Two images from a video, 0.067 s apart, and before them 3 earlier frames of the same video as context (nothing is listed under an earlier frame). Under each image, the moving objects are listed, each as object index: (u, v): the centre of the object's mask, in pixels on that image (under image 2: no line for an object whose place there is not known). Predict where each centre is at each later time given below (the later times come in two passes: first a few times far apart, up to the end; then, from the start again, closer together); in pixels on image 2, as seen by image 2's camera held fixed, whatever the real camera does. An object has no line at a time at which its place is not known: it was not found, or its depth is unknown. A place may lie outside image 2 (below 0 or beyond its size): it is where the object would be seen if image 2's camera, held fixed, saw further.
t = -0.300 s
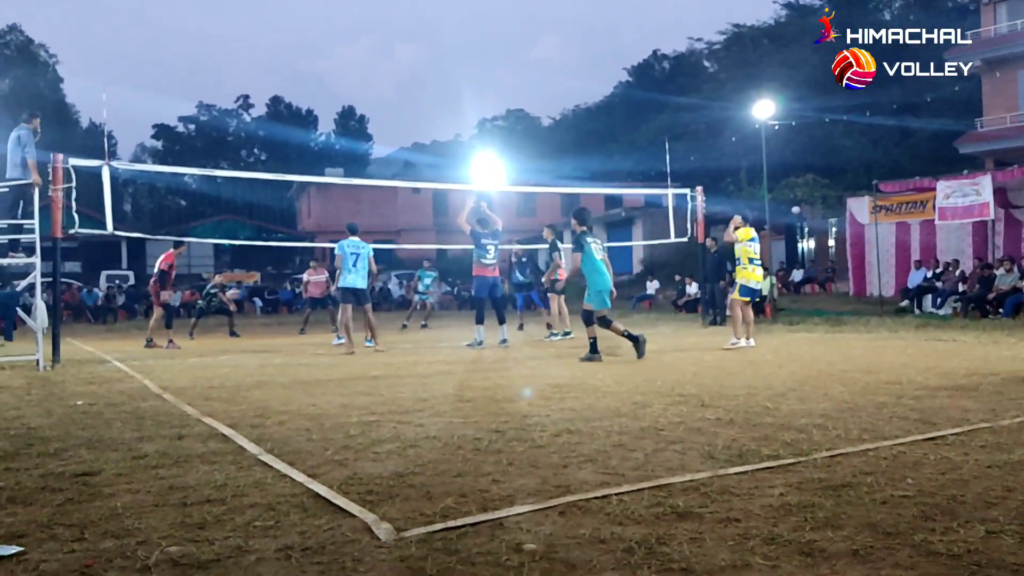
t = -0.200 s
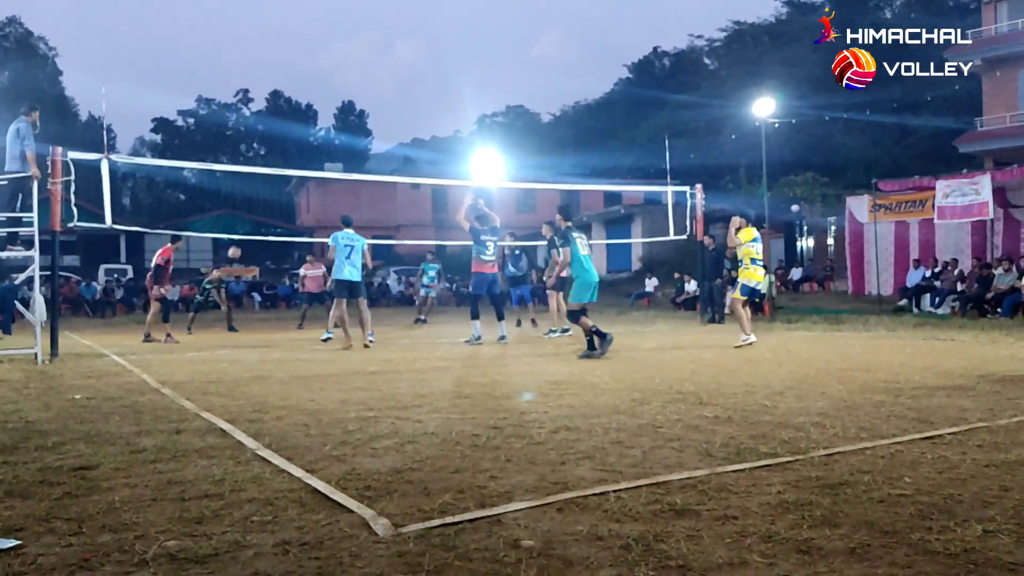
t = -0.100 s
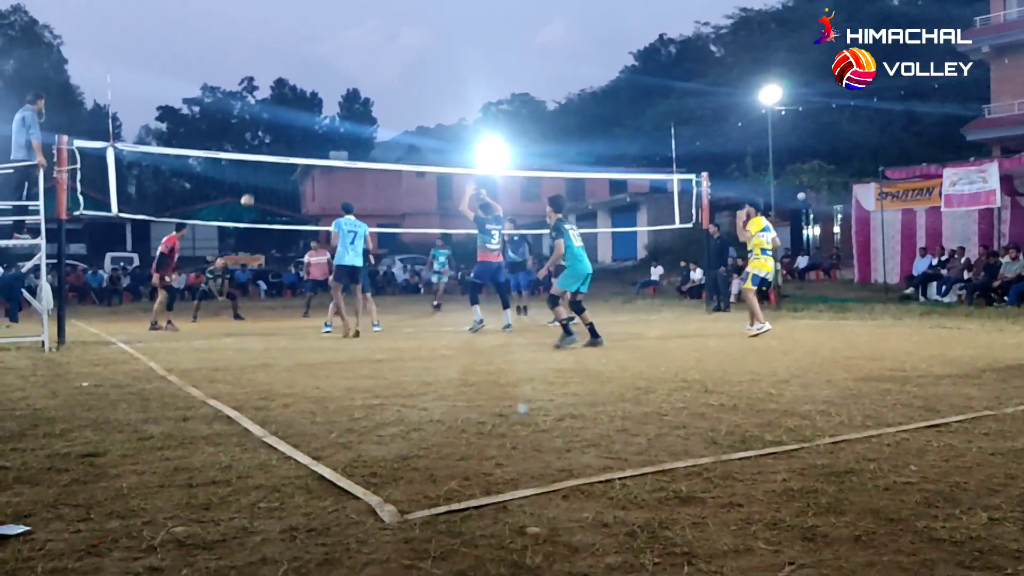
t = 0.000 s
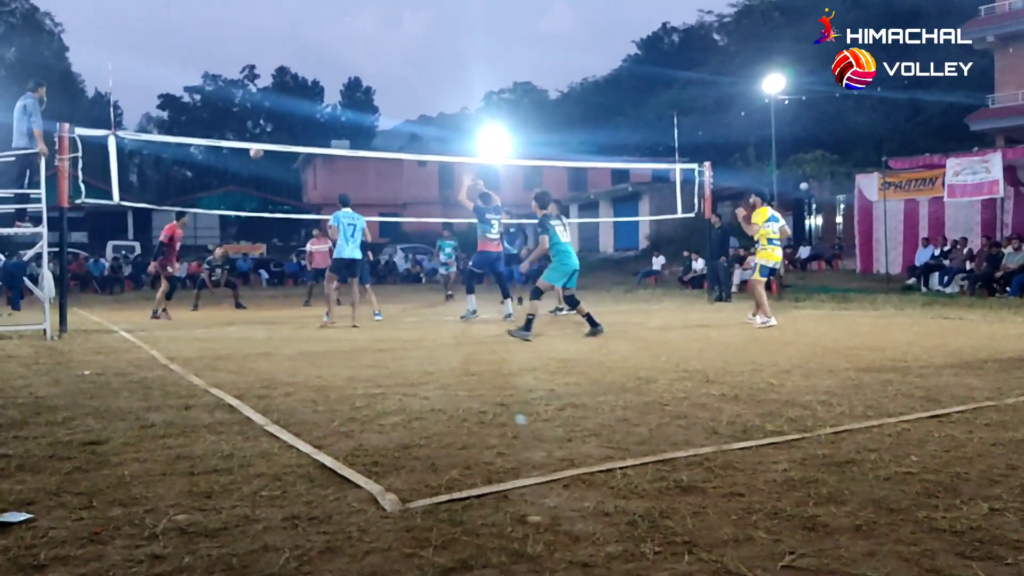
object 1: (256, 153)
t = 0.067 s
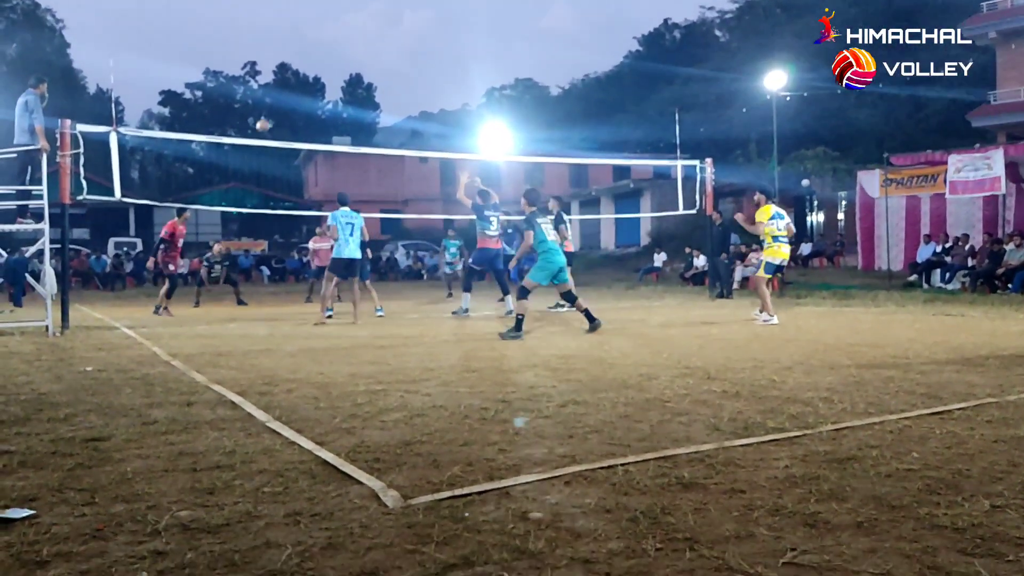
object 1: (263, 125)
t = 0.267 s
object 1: (279, 70)
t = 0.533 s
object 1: (300, 23)
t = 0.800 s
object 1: (325, 16)
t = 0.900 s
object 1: (335, 24)
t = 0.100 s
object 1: (265, 115)
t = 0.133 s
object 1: (267, 105)
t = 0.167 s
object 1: (270, 96)
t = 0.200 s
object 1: (273, 86)
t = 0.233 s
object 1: (275, 77)
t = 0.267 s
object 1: (279, 70)
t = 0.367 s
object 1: (286, 48)
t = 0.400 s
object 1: (288, 42)
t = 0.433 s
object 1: (292, 36)
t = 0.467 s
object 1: (294, 31)
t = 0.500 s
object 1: (297, 27)
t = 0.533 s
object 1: (300, 23)
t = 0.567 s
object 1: (303, 20)
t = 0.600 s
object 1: (306, 17)
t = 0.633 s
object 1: (309, 15)
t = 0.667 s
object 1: (312, 14)
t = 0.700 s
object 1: (315, 14)
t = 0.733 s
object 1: (318, 14)
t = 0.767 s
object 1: (321, 14)
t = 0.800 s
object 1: (325, 16)
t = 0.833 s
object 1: (328, 18)
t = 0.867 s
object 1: (332, 21)
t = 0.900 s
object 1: (335, 24)
